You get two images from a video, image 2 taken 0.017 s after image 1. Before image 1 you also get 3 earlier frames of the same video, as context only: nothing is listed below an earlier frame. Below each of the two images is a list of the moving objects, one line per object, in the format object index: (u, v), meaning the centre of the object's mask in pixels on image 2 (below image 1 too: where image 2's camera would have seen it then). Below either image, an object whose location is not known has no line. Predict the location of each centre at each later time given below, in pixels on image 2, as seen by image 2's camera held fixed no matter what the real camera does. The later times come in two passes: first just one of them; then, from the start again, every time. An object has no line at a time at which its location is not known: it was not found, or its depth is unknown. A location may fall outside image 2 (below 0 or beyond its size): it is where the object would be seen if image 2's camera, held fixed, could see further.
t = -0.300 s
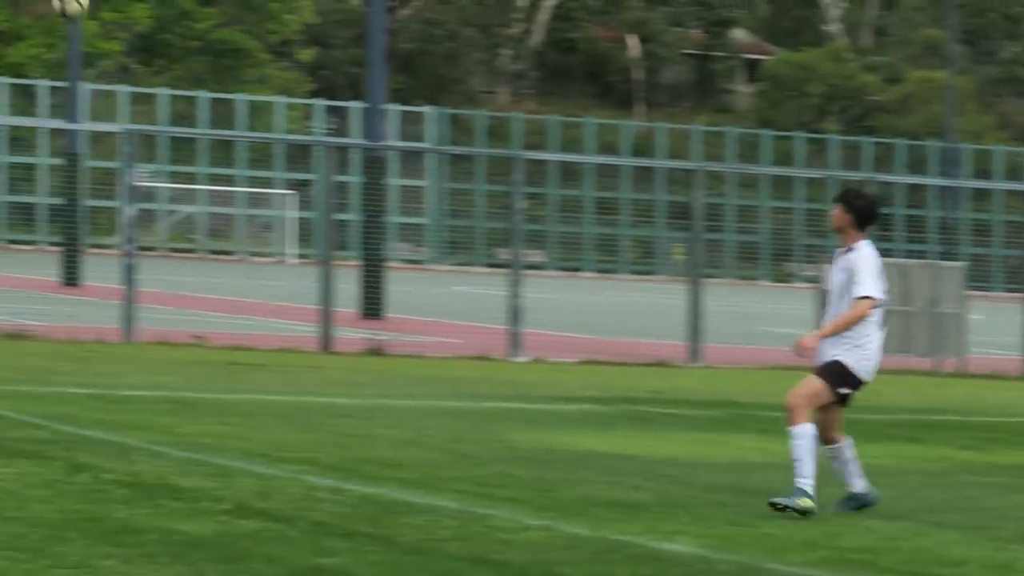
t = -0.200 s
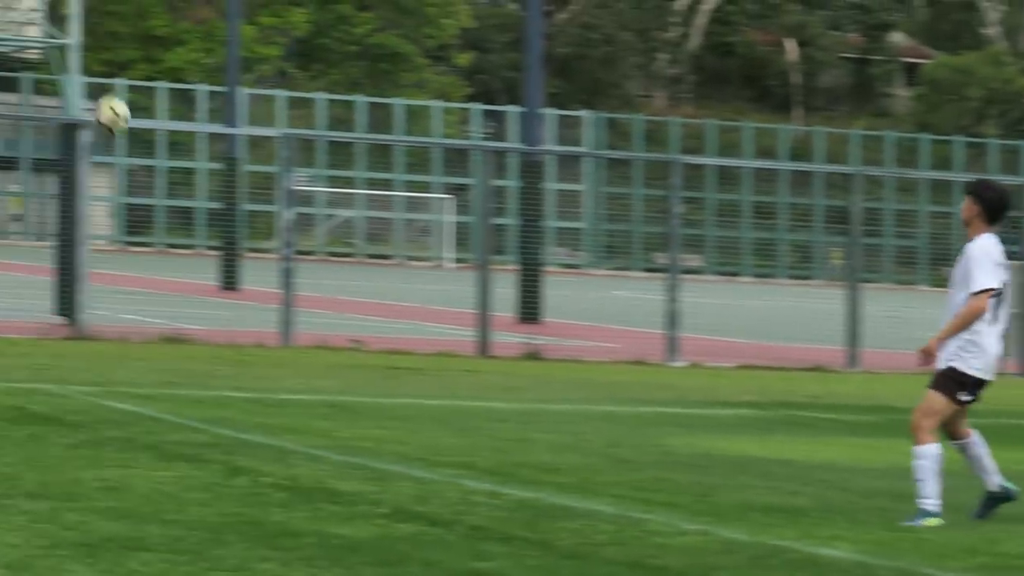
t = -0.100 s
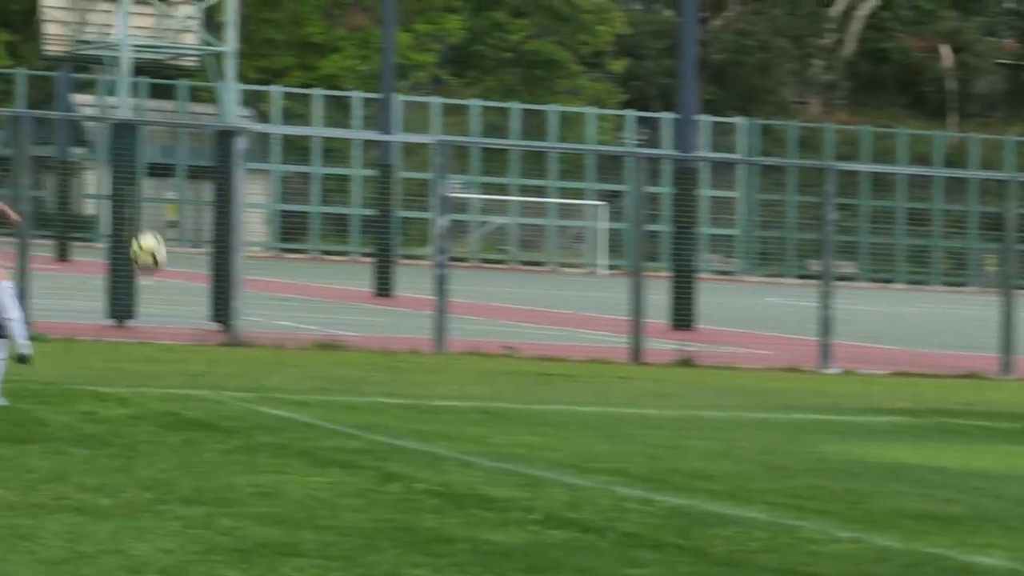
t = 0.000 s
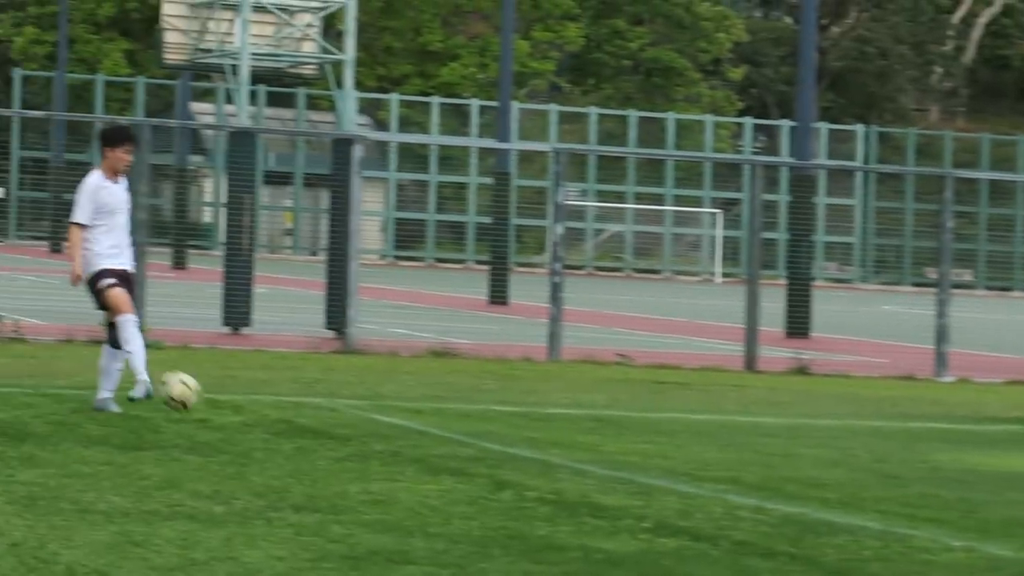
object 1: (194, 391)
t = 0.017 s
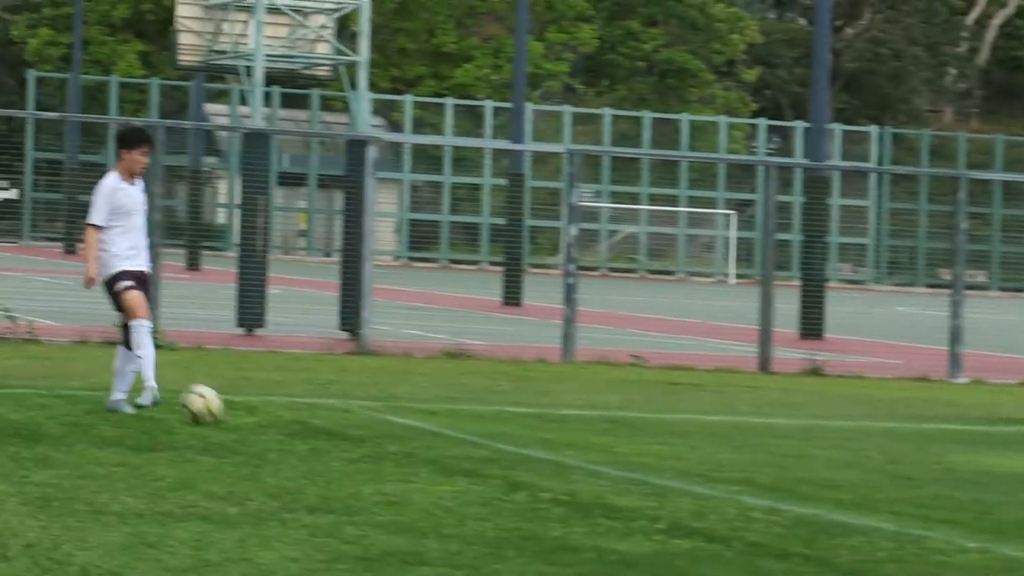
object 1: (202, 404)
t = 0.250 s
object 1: (352, 358)
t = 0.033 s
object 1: (213, 410)
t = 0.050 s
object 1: (223, 406)
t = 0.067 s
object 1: (233, 399)
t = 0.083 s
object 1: (244, 393)
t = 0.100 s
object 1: (255, 388)
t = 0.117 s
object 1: (265, 383)
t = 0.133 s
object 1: (276, 378)
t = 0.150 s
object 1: (286, 374)
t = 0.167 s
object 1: (297, 370)
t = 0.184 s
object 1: (307, 367)
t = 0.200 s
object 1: (318, 364)
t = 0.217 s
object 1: (329, 361)
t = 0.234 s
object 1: (339, 359)
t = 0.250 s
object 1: (352, 358)
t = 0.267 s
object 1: (361, 357)
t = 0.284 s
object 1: (372, 358)
